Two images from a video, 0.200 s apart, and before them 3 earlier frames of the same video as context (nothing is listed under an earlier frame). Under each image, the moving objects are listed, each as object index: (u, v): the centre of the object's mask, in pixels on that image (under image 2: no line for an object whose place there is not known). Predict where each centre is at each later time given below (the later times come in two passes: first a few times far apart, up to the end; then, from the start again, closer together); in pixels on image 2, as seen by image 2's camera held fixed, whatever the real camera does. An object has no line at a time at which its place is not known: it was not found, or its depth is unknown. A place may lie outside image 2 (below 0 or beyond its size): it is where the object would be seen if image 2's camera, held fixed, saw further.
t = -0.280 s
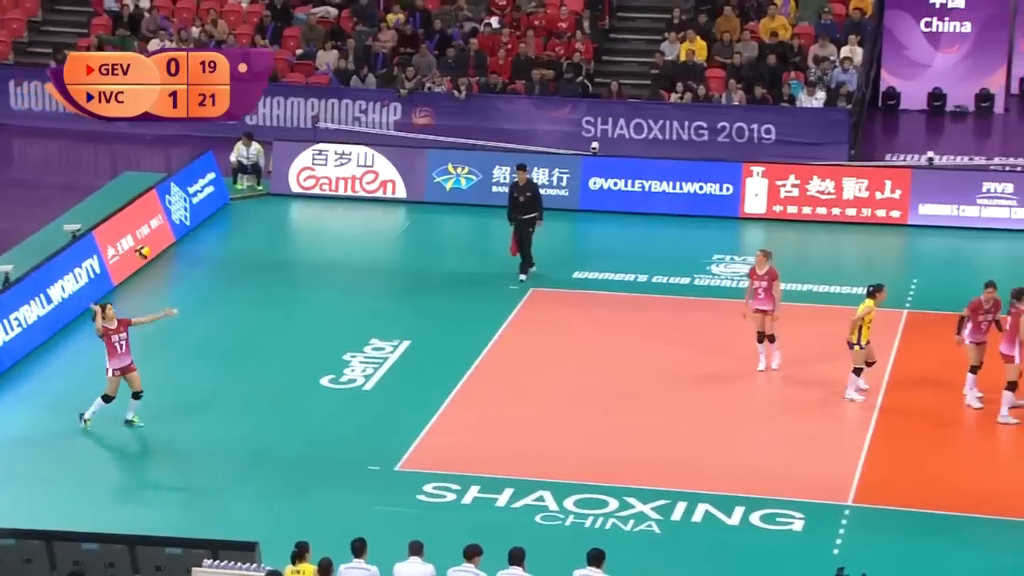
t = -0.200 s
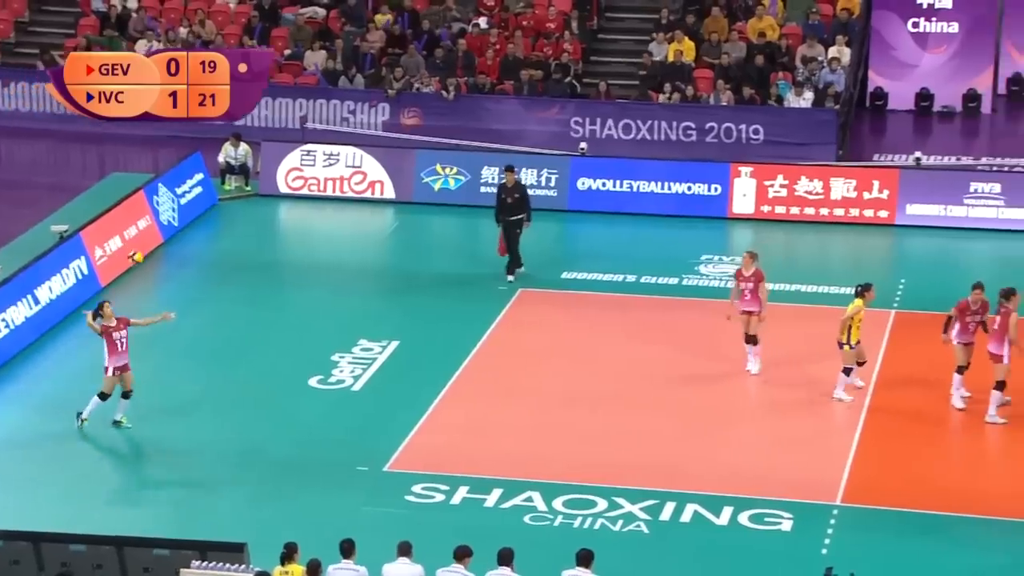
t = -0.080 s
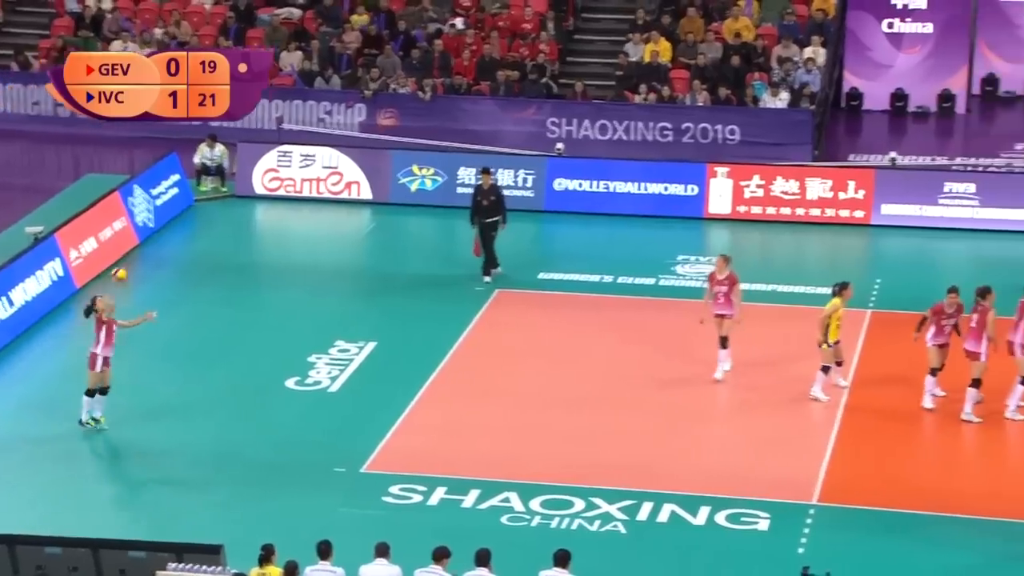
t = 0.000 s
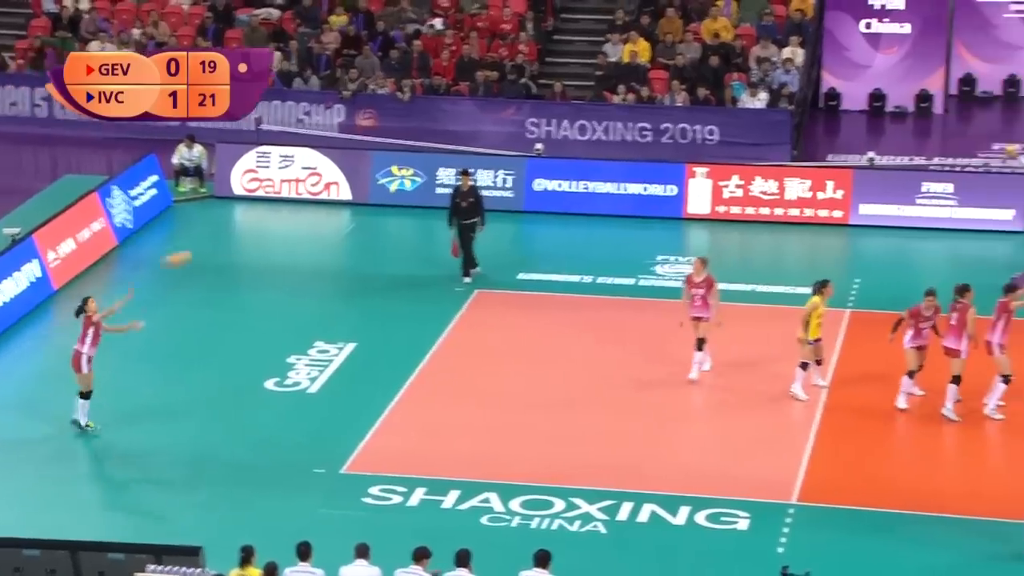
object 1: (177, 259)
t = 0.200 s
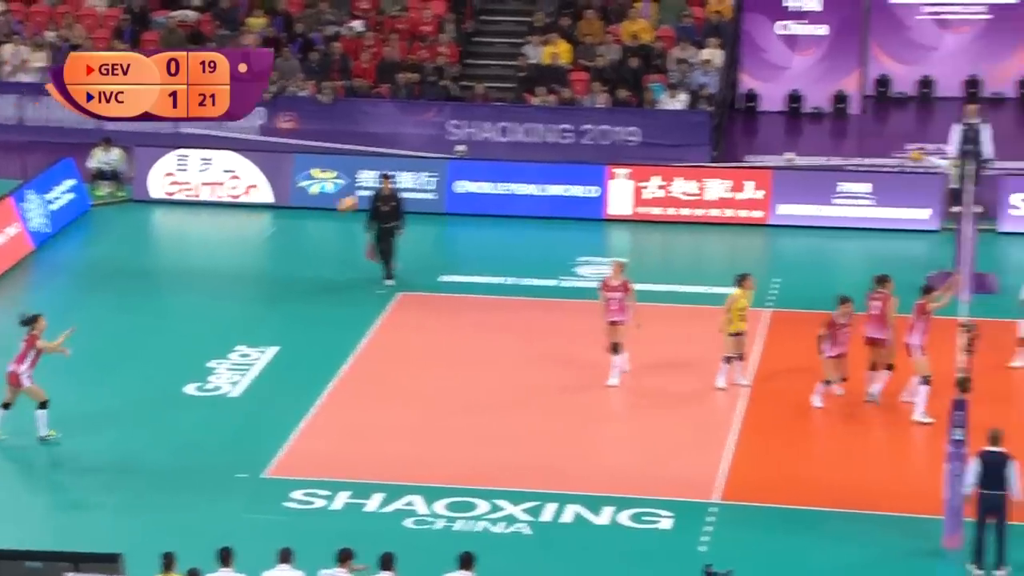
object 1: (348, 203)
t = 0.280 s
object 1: (441, 187)
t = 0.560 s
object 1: (746, 169)
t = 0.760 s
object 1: (948, 187)
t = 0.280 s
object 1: (441, 187)
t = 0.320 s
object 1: (488, 181)
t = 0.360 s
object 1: (532, 176)
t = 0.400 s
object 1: (576, 174)
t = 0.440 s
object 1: (620, 172)
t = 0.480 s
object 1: (664, 171)
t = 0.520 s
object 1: (705, 170)
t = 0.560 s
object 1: (746, 169)
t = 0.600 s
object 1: (788, 171)
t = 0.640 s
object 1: (829, 174)
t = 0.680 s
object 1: (868, 177)
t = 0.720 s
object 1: (908, 182)
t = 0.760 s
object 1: (948, 187)
